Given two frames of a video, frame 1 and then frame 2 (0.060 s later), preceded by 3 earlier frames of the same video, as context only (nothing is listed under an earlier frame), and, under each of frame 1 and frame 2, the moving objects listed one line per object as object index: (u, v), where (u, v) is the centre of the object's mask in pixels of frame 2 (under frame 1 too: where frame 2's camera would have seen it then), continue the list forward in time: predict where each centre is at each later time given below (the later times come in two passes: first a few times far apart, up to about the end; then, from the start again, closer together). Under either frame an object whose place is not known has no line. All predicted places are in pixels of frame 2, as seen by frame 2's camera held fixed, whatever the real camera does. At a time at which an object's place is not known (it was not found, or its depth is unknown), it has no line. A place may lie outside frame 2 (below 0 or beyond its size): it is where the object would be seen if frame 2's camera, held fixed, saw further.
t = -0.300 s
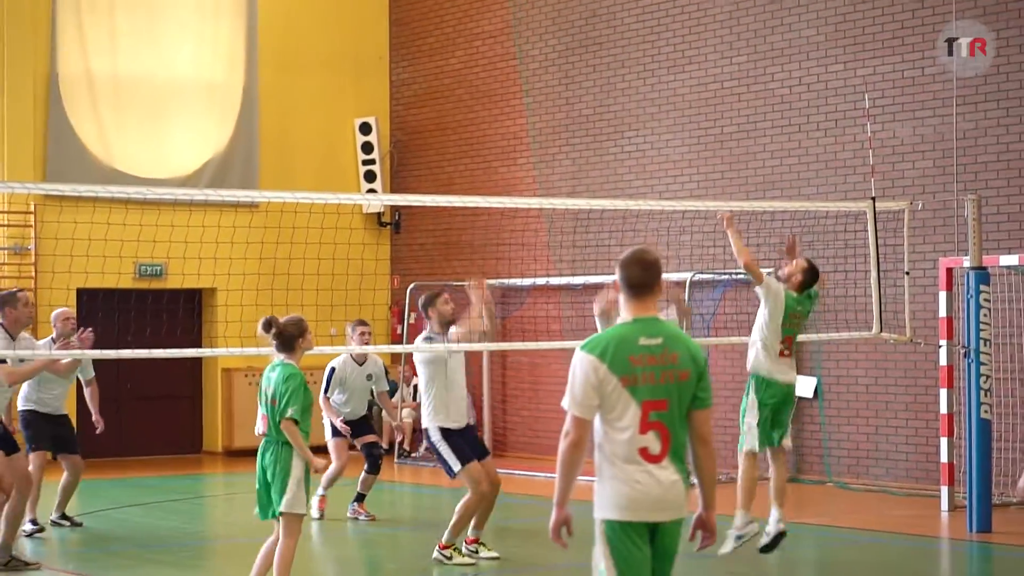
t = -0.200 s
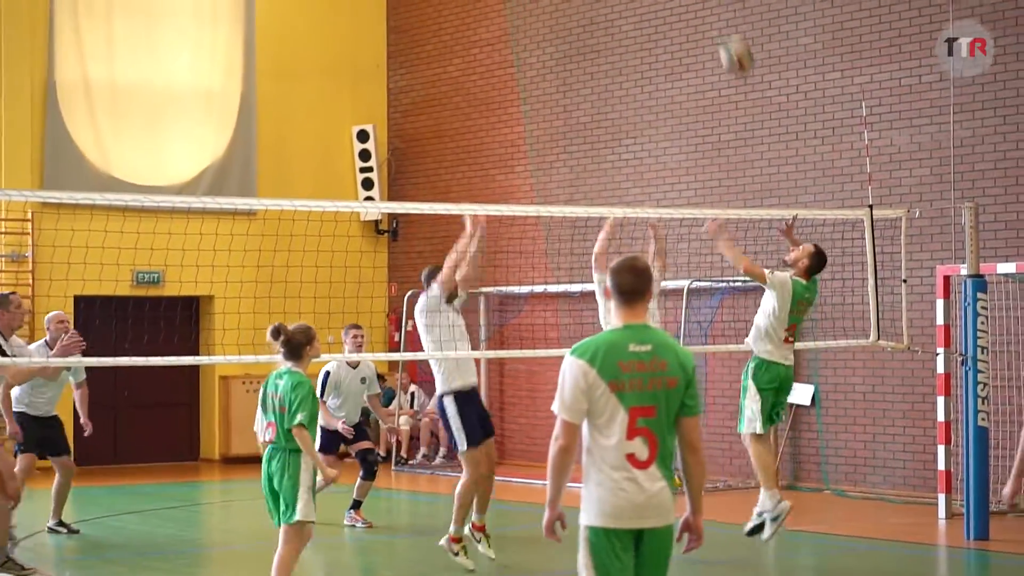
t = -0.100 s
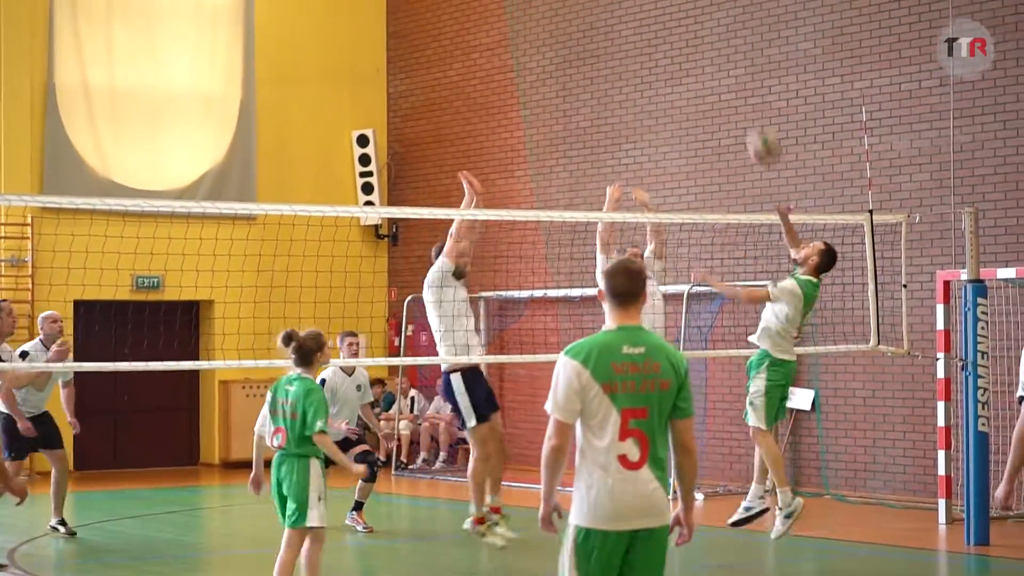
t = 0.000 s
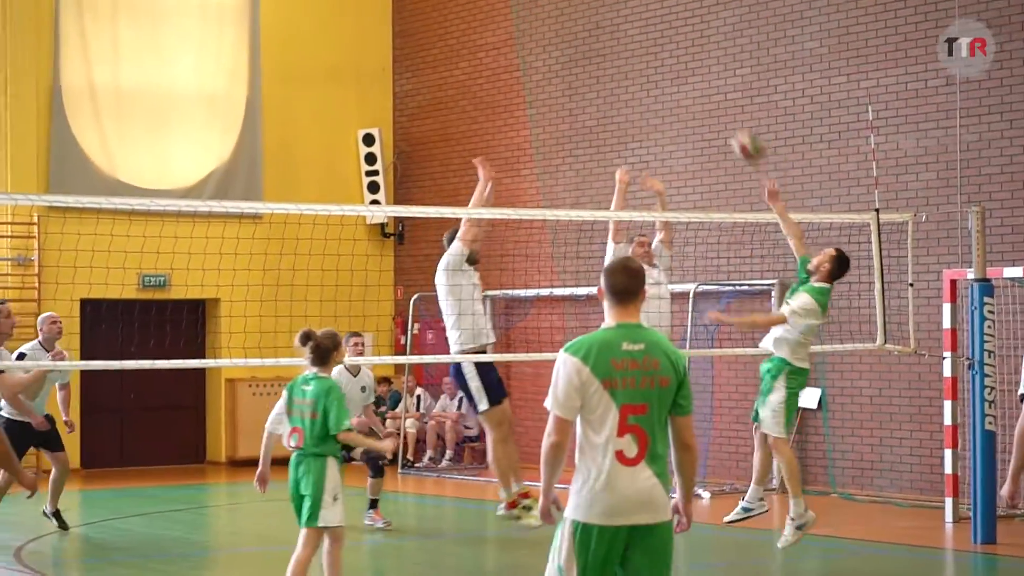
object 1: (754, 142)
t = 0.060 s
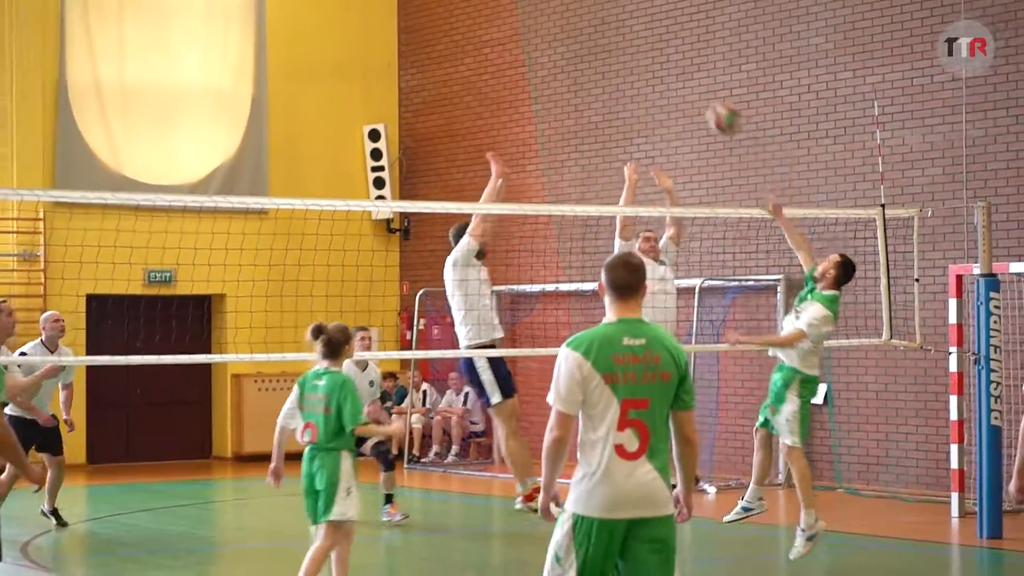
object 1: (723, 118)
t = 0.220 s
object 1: (646, 87)
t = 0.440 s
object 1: (553, 105)
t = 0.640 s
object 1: (480, 171)
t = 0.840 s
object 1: (415, 277)
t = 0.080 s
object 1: (713, 112)
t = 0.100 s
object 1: (703, 106)
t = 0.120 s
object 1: (693, 101)
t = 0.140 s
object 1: (683, 97)
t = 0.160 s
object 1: (674, 94)
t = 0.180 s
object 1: (665, 91)
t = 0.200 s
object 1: (656, 89)
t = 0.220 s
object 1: (646, 87)
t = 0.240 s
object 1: (637, 86)
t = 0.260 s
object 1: (628, 86)
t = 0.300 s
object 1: (611, 87)
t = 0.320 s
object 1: (602, 88)
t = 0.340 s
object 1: (594, 90)
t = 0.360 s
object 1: (586, 92)
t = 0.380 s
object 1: (577, 95)
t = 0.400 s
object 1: (570, 97)
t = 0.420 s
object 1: (561, 101)
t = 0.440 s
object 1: (553, 105)
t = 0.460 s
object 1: (545, 109)
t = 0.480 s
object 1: (538, 114)
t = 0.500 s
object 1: (530, 119)
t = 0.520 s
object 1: (523, 125)
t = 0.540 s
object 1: (516, 131)
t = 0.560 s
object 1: (508, 138)
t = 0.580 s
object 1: (501, 145)
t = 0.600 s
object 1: (494, 153)
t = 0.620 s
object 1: (486, 162)
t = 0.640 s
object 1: (480, 171)
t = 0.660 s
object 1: (473, 179)
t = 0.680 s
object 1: (467, 188)
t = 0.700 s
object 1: (460, 193)
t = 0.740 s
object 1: (446, 224)
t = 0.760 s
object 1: (439, 230)
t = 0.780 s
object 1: (433, 241)
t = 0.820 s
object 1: (421, 266)
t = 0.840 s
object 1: (415, 277)
